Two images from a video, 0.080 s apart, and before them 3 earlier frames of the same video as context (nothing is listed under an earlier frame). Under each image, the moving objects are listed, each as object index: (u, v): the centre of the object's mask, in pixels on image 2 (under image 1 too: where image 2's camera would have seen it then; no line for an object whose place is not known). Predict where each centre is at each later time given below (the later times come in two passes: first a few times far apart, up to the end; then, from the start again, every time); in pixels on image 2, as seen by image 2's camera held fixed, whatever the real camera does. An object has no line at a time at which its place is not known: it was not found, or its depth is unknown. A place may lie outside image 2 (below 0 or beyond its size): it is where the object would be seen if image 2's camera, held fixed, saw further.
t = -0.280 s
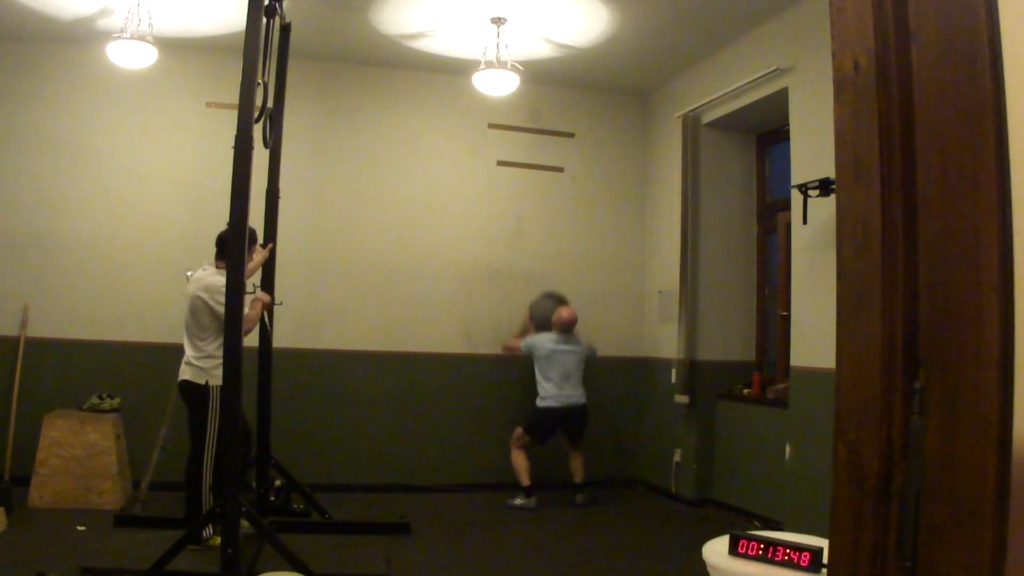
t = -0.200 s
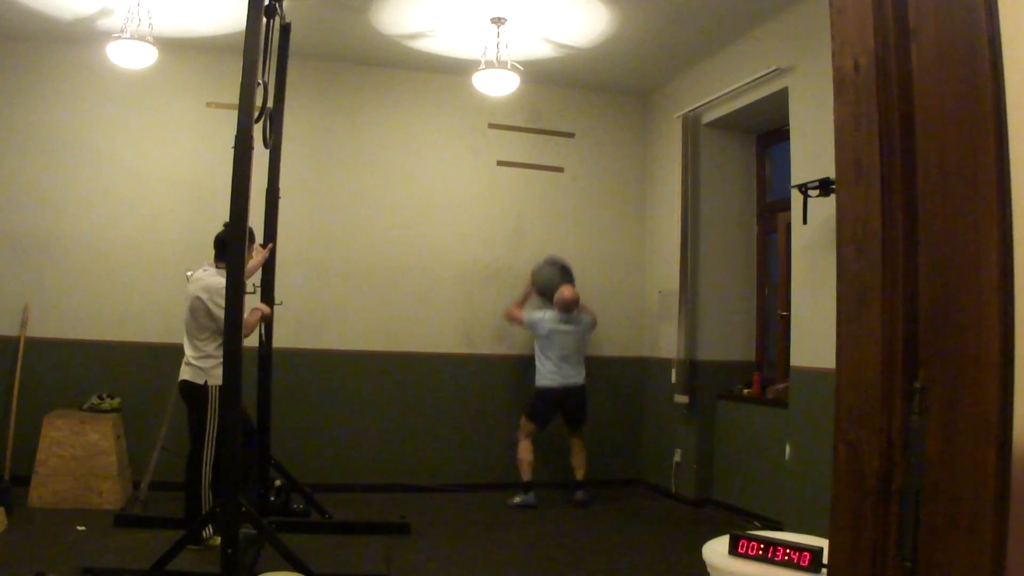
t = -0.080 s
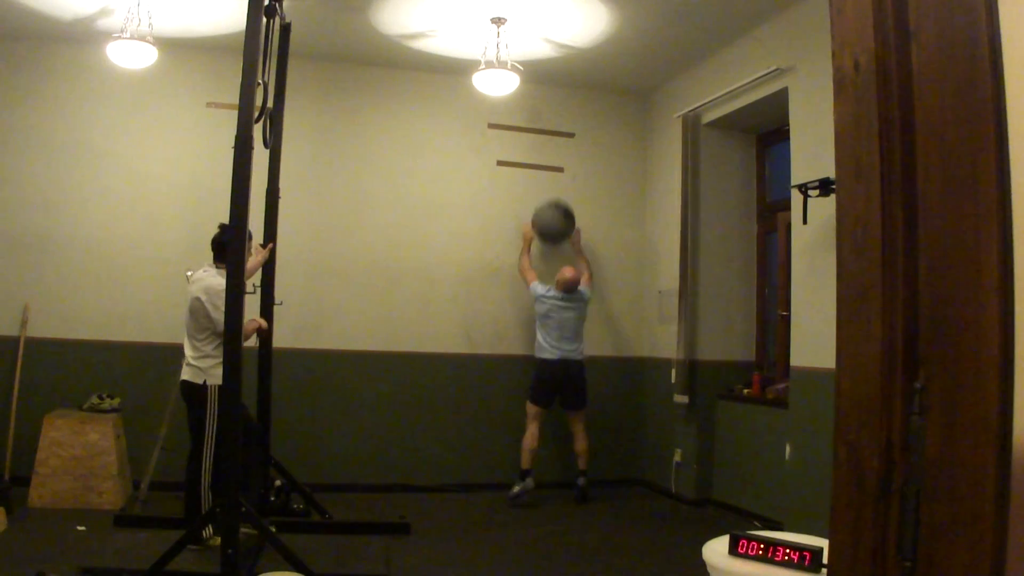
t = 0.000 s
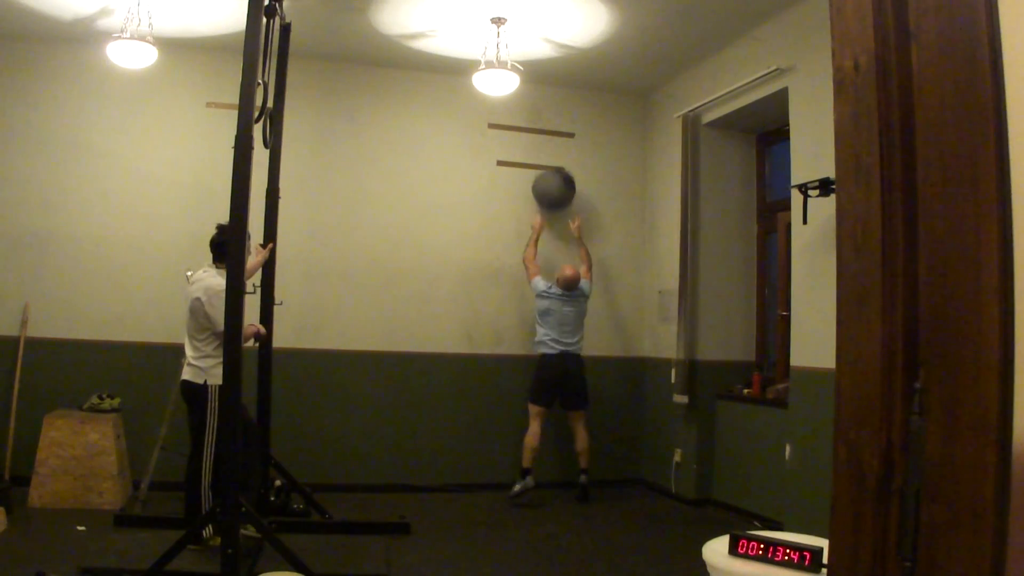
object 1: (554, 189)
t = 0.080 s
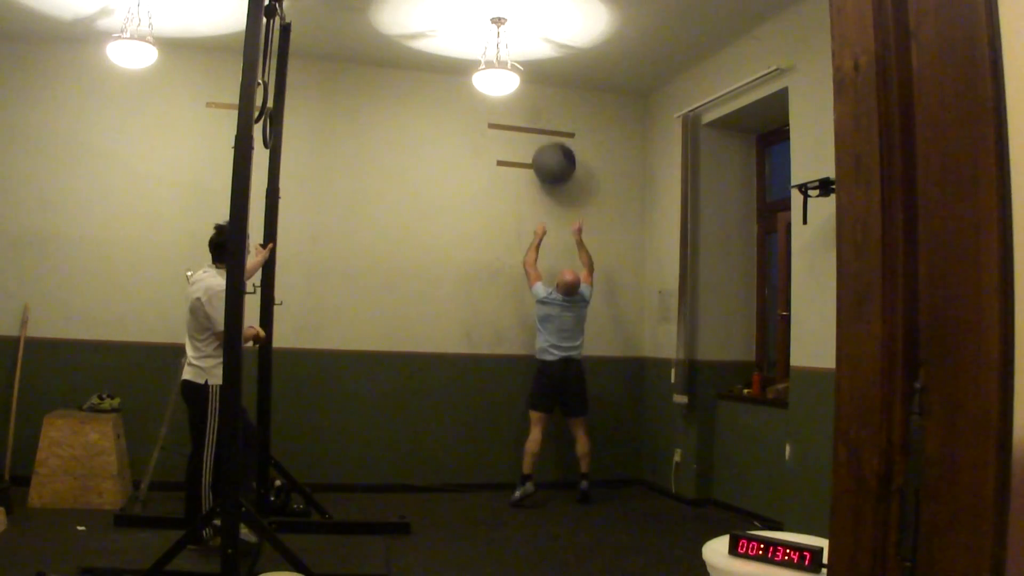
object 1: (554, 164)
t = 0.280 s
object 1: (554, 135)
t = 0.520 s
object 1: (556, 155)
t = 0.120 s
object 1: (554, 153)
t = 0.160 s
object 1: (554, 147)
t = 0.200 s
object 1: (554, 140)
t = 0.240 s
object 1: (554, 137)
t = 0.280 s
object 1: (554, 135)
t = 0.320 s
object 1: (553, 134)
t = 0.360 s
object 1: (554, 135)
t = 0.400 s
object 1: (554, 137)
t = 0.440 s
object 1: (555, 141)
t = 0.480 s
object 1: (555, 147)
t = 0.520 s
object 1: (556, 155)
